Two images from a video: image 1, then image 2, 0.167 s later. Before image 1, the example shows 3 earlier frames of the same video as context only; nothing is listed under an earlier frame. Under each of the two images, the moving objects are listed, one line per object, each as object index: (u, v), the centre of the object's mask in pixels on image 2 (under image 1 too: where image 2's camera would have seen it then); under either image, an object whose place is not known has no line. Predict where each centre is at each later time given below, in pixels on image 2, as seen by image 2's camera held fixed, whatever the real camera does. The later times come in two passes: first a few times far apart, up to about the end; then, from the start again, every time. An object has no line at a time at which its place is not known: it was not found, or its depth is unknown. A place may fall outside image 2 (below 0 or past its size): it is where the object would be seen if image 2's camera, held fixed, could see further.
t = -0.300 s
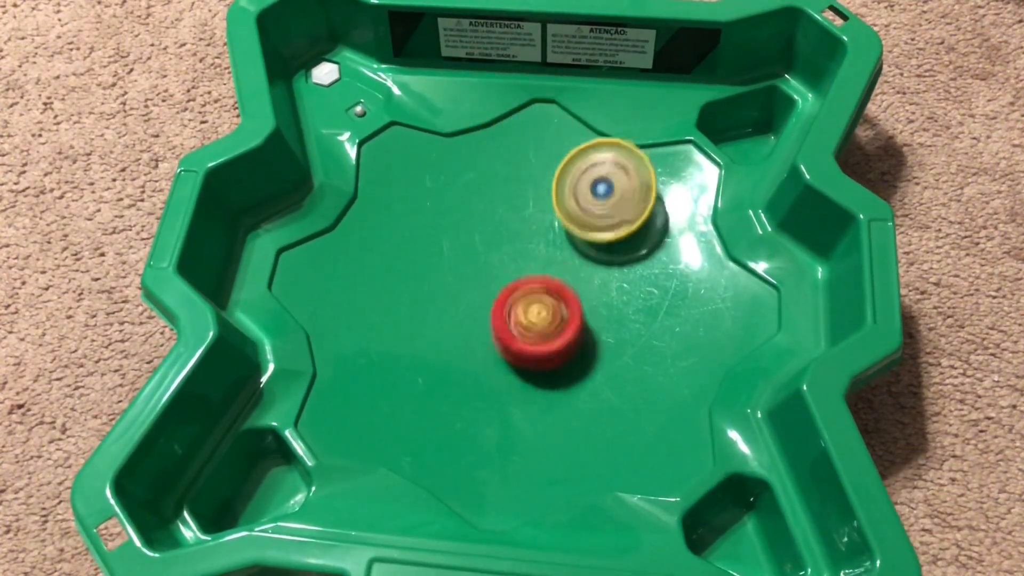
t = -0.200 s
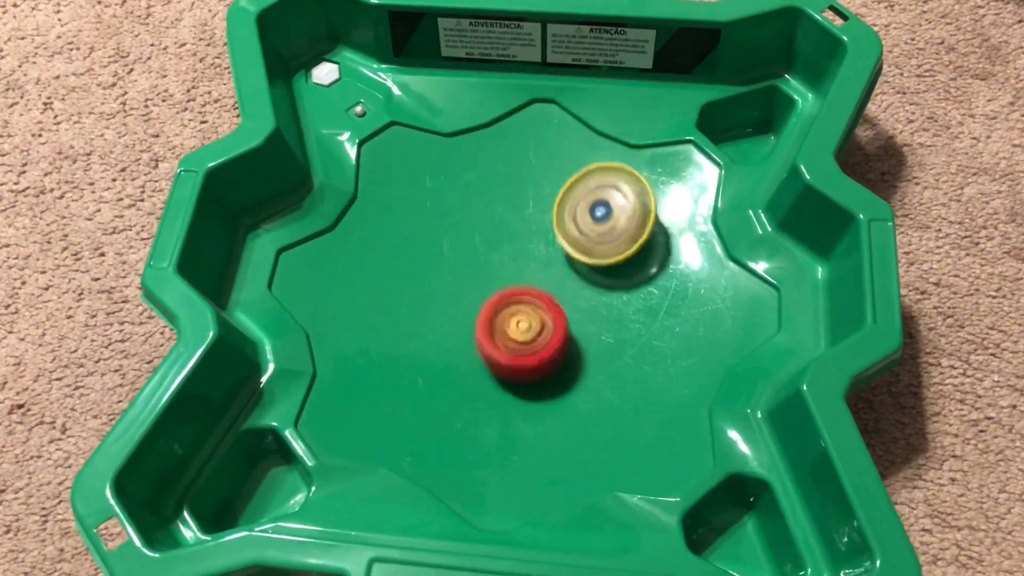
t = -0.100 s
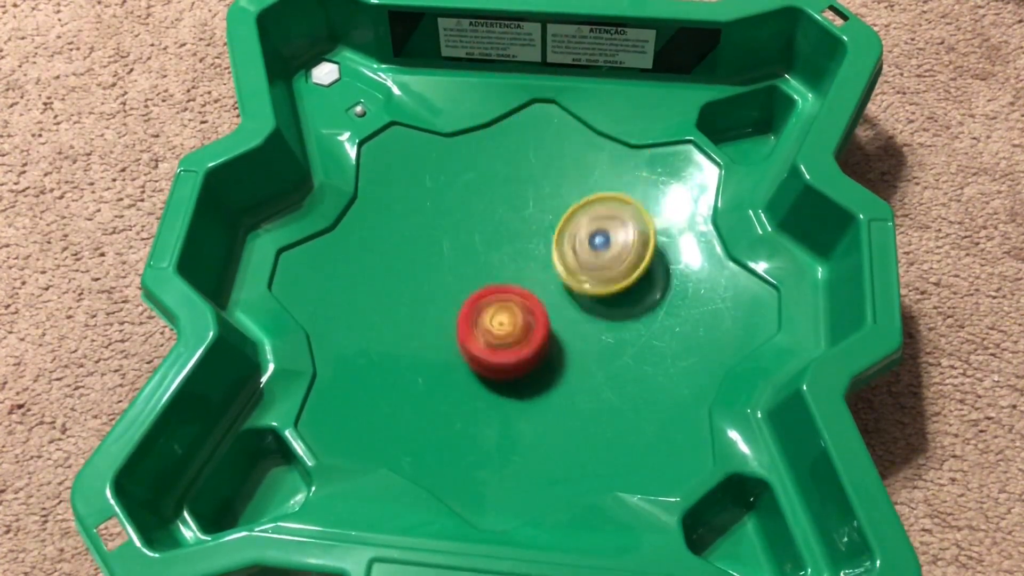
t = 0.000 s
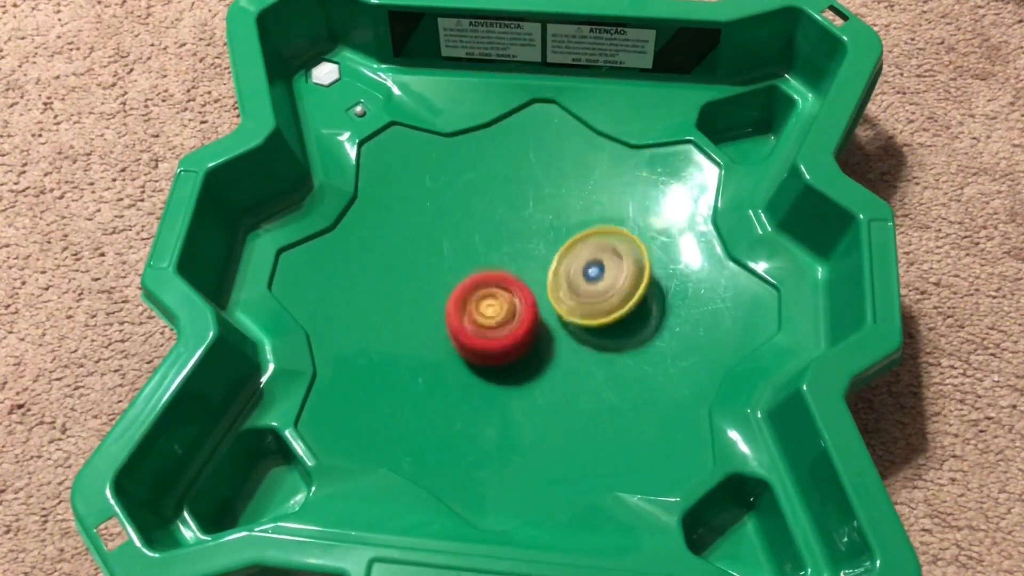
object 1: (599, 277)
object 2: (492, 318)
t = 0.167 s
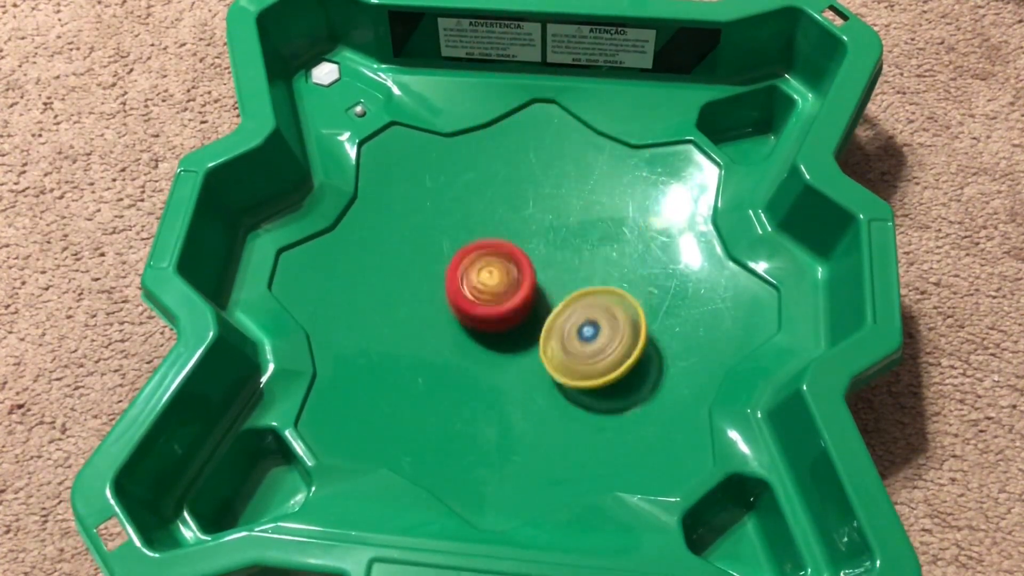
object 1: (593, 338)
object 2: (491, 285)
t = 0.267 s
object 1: (583, 365)
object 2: (506, 271)
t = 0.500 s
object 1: (540, 399)
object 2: (549, 283)
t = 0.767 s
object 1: (452, 453)
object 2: (551, 278)
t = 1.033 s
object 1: (447, 397)
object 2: (565, 254)
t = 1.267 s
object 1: (429, 296)
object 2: (538, 275)
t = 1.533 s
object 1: (421, 199)
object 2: (491, 283)
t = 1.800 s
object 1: (474, 184)
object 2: (484, 280)
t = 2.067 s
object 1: (558, 209)
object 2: (503, 315)
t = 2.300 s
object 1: (622, 266)
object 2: (502, 344)
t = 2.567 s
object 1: (636, 347)
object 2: (511, 329)
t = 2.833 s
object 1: (594, 409)
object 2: (546, 289)
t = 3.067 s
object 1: (533, 412)
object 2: (570, 258)
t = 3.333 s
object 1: (445, 333)
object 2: (552, 279)
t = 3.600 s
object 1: (370, 227)
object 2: (520, 288)
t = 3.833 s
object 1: (390, 201)
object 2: (527, 304)
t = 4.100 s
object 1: (495, 215)
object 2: (516, 316)
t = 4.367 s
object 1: (644, 259)
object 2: (510, 303)
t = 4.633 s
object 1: (680, 311)
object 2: (528, 289)
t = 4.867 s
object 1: (617, 355)
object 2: (543, 293)
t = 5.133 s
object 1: (522, 407)
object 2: (516, 288)
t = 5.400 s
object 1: (426, 364)
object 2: (500, 292)
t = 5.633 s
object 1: (388, 287)
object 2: (508, 298)
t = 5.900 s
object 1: (436, 219)
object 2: (521, 311)
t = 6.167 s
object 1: (545, 205)
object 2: (525, 316)
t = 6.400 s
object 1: (625, 246)
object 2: (526, 307)
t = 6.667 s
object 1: (634, 331)
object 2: (526, 289)
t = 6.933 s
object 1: (550, 391)
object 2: (532, 282)
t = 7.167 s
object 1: (453, 375)
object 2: (528, 294)
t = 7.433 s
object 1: (356, 309)
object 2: (547, 291)
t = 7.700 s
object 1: (403, 271)
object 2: (582, 299)
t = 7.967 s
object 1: (504, 220)
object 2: (569, 333)
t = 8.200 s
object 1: (548, 236)
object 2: (521, 341)
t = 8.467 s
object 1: (595, 256)
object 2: (491, 295)
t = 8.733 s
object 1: (597, 285)
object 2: (499, 279)
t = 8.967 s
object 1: (587, 315)
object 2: (497, 278)
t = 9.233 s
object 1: (573, 328)
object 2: (478, 276)
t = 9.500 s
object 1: (570, 315)
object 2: (473, 281)
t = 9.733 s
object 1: (609, 311)
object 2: (455, 285)
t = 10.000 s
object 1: (609, 310)
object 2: (459, 296)
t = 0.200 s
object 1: (591, 348)
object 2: (495, 280)
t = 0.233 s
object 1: (587, 357)
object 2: (500, 275)
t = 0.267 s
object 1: (583, 365)
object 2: (506, 271)
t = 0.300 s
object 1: (579, 373)
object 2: (513, 269)
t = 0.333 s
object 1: (573, 380)
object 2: (521, 268)
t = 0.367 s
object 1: (567, 386)
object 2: (527, 268)
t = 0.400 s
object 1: (560, 390)
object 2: (533, 270)
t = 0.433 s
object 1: (554, 394)
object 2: (540, 274)
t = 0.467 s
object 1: (547, 397)
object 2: (544, 278)
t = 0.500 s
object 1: (540, 399)
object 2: (549, 283)
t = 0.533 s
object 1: (533, 400)
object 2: (552, 289)
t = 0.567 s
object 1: (526, 402)
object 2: (554, 296)
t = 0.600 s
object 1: (518, 402)
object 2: (554, 302)
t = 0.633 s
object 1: (510, 401)
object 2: (553, 309)
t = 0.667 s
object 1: (502, 399)
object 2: (549, 315)
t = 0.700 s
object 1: (488, 412)
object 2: (549, 307)
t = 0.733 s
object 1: (469, 437)
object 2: (550, 290)
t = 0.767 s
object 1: (452, 453)
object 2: (551, 278)
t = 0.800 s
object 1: (442, 461)
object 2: (553, 271)
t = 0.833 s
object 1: (437, 461)
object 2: (555, 264)
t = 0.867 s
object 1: (440, 453)
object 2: (558, 260)
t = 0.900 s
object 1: (442, 443)
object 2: (560, 257)
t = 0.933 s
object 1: (445, 433)
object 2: (562, 255)
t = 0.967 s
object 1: (446, 421)
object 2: (564, 254)
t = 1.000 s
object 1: (447, 410)
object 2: (565, 253)
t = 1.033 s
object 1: (447, 397)
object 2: (565, 254)
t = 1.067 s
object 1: (447, 384)
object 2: (565, 255)
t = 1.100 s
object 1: (445, 371)
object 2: (564, 257)
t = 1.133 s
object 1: (443, 358)
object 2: (561, 260)
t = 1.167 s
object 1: (439, 344)
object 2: (557, 264)
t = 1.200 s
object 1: (436, 328)
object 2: (552, 268)
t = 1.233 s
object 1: (432, 313)
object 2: (545, 272)
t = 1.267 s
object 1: (429, 296)
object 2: (538, 275)
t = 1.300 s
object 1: (427, 280)
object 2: (529, 278)
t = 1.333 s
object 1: (421, 264)
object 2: (523, 280)
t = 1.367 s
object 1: (416, 249)
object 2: (518, 282)
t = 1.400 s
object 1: (414, 236)
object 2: (512, 282)
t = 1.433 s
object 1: (414, 224)
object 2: (506, 283)
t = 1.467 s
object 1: (415, 214)
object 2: (501, 283)
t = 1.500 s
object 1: (418, 206)
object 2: (495, 283)
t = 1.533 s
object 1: (421, 199)
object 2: (491, 283)
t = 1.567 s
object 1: (425, 194)
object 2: (487, 282)
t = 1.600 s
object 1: (430, 190)
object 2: (485, 281)
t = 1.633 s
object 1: (436, 187)
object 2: (482, 280)
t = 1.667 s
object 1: (442, 185)
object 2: (481, 280)
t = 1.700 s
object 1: (449, 184)
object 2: (480, 280)
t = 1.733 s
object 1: (457, 183)
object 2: (481, 279)
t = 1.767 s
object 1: (465, 183)
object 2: (482, 279)
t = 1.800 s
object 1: (474, 184)
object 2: (484, 280)
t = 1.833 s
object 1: (483, 186)
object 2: (486, 281)
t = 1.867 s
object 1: (492, 189)
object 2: (489, 283)
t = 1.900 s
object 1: (502, 192)
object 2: (492, 285)
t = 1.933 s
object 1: (512, 196)
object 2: (495, 289)
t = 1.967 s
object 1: (524, 196)
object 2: (498, 296)
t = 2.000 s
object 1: (536, 199)
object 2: (501, 302)
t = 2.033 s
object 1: (547, 203)
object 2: (502, 308)
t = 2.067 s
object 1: (558, 209)
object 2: (503, 315)
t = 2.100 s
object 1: (568, 215)
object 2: (504, 321)
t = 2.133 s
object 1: (579, 222)
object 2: (505, 326)
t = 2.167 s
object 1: (589, 230)
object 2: (504, 332)
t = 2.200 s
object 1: (599, 238)
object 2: (504, 336)
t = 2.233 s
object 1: (608, 247)
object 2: (504, 340)
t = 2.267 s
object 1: (616, 257)
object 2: (503, 342)
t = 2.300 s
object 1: (622, 266)
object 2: (502, 344)
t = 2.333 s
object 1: (628, 276)
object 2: (502, 345)
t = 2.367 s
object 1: (632, 287)
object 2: (501, 345)
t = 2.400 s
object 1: (636, 297)
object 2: (501, 344)
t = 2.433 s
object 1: (638, 308)
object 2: (501, 342)
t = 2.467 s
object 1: (639, 318)
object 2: (503, 339)
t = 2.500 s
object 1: (640, 328)
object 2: (504, 336)
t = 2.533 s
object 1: (639, 338)
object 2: (507, 333)
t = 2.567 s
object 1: (636, 347)
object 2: (511, 329)
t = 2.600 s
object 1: (632, 355)
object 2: (515, 325)
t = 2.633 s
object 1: (628, 362)
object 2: (520, 321)
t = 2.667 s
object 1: (622, 369)
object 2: (525, 317)
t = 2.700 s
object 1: (616, 375)
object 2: (532, 313)
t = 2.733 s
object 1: (609, 380)
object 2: (538, 310)
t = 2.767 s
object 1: (601, 384)
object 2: (544, 308)
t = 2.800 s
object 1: (596, 394)
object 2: (546, 300)
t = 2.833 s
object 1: (594, 409)
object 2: (546, 289)
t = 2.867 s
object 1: (588, 418)
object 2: (548, 282)
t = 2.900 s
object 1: (580, 422)
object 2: (551, 275)
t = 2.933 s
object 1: (571, 423)
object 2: (556, 268)
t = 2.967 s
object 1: (562, 422)
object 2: (560, 264)
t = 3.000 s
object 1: (553, 420)
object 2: (565, 261)
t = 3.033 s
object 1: (543, 417)
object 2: (568, 259)
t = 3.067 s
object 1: (533, 412)
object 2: (570, 258)
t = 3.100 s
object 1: (523, 407)
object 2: (571, 258)
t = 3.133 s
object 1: (512, 400)
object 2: (572, 259)
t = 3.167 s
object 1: (501, 391)
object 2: (572, 261)
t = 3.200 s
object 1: (490, 382)
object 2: (571, 264)
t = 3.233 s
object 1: (478, 371)
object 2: (569, 267)
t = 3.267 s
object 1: (466, 359)
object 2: (565, 272)
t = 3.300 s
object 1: (455, 346)
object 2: (559, 275)
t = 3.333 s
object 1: (445, 333)
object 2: (552, 279)
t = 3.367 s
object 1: (435, 319)
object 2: (544, 282)
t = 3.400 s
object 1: (426, 305)
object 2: (536, 285)
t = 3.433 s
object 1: (419, 291)
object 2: (526, 287)
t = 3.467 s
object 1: (414, 277)
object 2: (516, 286)
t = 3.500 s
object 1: (407, 263)
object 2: (509, 286)
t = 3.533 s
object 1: (387, 249)
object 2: (516, 286)
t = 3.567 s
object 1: (375, 237)
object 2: (519, 287)
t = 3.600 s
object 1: (370, 227)
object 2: (520, 288)
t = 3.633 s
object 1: (369, 219)
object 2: (522, 290)
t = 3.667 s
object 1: (369, 212)
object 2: (524, 291)
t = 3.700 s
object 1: (370, 208)
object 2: (525, 294)
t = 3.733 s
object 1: (373, 204)
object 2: (526, 296)
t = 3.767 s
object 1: (377, 202)
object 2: (526, 298)
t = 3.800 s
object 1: (383, 201)
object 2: (527, 301)
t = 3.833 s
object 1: (390, 201)
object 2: (527, 304)
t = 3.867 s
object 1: (399, 202)
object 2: (526, 307)
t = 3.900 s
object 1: (408, 202)
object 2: (525, 309)
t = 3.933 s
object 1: (419, 203)
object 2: (524, 311)
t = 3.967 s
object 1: (430, 203)
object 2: (523, 313)
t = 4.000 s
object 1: (443, 204)
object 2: (521, 315)
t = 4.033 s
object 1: (459, 207)
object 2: (519, 315)
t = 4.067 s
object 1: (476, 211)
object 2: (518, 316)
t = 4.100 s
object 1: (495, 215)
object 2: (516, 316)
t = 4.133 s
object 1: (515, 219)
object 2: (514, 316)
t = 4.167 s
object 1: (536, 223)
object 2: (513, 315)
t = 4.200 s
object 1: (555, 227)
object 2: (511, 314)
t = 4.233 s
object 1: (575, 233)
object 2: (510, 312)
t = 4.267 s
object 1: (594, 240)
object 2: (509, 310)
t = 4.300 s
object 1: (611, 246)
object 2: (509, 308)
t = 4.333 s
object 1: (628, 253)
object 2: (510, 305)
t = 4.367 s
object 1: (644, 259)
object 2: (510, 303)
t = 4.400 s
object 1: (656, 265)
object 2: (510, 300)
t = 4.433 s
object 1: (666, 272)
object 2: (513, 297)
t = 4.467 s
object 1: (673, 279)
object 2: (515, 295)
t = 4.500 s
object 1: (678, 286)
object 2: (517, 293)
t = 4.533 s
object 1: (681, 293)
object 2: (519, 291)
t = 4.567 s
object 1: (683, 299)
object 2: (523, 290)
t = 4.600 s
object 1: (682, 305)
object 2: (526, 288)
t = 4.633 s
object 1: (680, 311)
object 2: (528, 289)
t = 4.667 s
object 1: (675, 318)
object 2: (531, 287)
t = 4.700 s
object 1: (670, 324)
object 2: (534, 288)
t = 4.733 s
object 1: (663, 330)
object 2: (536, 288)
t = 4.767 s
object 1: (655, 336)
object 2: (538, 289)
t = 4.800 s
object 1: (645, 342)
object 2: (540, 290)
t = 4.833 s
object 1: (632, 348)
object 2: (542, 291)
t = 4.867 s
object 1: (617, 355)
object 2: (543, 293)
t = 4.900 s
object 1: (605, 365)
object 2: (540, 291)
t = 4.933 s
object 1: (599, 380)
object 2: (533, 287)
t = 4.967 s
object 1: (589, 389)
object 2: (528, 287)
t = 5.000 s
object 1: (576, 396)
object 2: (525, 286)
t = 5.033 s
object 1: (563, 401)
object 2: (523, 287)
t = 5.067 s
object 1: (549, 405)
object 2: (521, 287)
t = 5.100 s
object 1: (536, 407)
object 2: (517, 288)
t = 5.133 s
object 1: (522, 407)
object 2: (516, 288)
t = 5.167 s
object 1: (508, 406)
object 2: (513, 289)
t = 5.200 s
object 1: (494, 404)
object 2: (510, 289)
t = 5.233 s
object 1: (481, 401)
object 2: (508, 289)
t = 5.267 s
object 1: (469, 395)
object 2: (507, 290)
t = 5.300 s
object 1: (456, 389)
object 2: (504, 290)
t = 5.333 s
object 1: (444, 382)
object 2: (503, 291)
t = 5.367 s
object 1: (434, 373)
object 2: (502, 291)
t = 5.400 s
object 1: (426, 364)
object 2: (500, 292)
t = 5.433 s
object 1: (419, 353)
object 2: (501, 293)
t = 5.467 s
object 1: (413, 341)
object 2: (501, 294)
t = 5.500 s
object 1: (406, 330)
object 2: (501, 294)
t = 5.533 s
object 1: (397, 320)
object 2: (503, 295)
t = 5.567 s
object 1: (392, 308)
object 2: (505, 296)
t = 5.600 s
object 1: (389, 297)
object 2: (506, 296)
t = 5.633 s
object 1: (388, 287)
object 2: (508, 298)
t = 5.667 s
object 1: (390, 276)
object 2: (510, 299)
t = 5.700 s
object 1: (393, 266)
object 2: (511, 300)
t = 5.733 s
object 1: (396, 256)
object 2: (513, 302)
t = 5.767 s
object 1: (401, 247)
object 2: (515, 305)
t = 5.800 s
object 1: (409, 239)
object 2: (517, 306)
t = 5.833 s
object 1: (417, 232)
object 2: (518, 307)
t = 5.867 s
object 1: (426, 224)
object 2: (519, 310)
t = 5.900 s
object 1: (436, 219)
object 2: (521, 311)
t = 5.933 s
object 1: (448, 214)
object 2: (521, 313)
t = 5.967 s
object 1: (461, 210)
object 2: (522, 315)
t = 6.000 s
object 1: (473, 206)
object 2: (523, 315)
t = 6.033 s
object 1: (487, 204)
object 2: (524, 315)
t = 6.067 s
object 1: (501, 203)
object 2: (524, 316)
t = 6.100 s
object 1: (516, 203)
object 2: (525, 316)
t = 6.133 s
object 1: (530, 203)
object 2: (526, 316)
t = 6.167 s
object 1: (545, 205)
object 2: (525, 316)
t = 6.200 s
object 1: (560, 208)
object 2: (525, 316)
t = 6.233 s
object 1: (573, 211)
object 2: (525, 315)
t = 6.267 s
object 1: (585, 216)
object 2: (525, 314)
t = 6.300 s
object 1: (597, 223)
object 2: (525, 312)
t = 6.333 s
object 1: (608, 229)
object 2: (525, 312)
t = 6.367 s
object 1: (617, 237)
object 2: (526, 309)
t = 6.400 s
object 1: (625, 246)
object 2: (526, 307)
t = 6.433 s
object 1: (631, 256)
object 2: (524, 306)
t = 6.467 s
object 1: (636, 265)
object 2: (525, 304)
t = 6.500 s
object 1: (639, 276)
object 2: (526, 302)
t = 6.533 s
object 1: (642, 287)
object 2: (525, 299)
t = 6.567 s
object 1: (642, 297)
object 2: (525, 297)
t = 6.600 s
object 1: (640, 308)
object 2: (525, 295)
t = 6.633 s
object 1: (638, 321)
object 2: (525, 292)
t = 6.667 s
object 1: (634, 331)
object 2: (526, 289)
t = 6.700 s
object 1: (628, 341)
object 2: (526, 288)
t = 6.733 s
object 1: (620, 352)
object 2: (527, 286)
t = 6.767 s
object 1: (612, 361)
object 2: (528, 284)
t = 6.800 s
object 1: (601, 368)
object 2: (529, 282)
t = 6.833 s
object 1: (589, 377)
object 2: (530, 281)
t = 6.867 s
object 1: (578, 383)
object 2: (531, 282)
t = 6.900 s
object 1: (565, 387)
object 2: (532, 281)
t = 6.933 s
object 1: (550, 391)
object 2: (532, 282)
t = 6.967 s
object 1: (536, 394)
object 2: (532, 282)
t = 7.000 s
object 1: (522, 393)
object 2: (533, 283)
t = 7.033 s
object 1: (506, 392)
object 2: (533, 286)
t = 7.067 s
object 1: (491, 391)
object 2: (532, 287)
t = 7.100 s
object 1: (479, 387)
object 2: (531, 289)
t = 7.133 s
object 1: (465, 381)
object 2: (529, 291)
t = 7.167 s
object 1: (453, 375)
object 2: (528, 294)
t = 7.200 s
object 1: (444, 367)
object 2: (526, 296)
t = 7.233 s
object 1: (434, 358)
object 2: (523, 298)
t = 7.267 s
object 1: (426, 349)
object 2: (520, 300)
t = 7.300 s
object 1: (421, 339)
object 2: (516, 303)
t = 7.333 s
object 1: (416, 328)
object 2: (513, 304)
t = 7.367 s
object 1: (394, 322)
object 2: (526, 299)
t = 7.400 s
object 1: (371, 317)
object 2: (539, 294)
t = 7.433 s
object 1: (356, 309)
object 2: (547, 291)
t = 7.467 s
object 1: (351, 303)
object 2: (555, 289)
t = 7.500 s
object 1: (352, 298)
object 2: (562, 289)
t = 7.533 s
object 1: (356, 295)
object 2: (568, 290)
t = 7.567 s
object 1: (361, 290)
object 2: (574, 291)
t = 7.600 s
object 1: (368, 287)
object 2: (577, 293)
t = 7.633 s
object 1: (378, 282)
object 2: (580, 294)
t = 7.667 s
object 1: (389, 277)
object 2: (581, 297)
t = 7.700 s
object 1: (403, 271)
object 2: (582, 299)
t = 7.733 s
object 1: (419, 266)
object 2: (581, 302)
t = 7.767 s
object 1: (434, 261)
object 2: (579, 305)
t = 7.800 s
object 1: (451, 258)
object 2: (575, 308)
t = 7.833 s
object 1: (469, 255)
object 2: (571, 309)
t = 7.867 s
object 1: (485, 252)
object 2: (565, 312)
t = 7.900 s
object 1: (497, 245)
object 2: (563, 316)
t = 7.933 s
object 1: (499, 230)
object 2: (567, 326)
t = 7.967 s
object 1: (504, 220)
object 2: (569, 333)
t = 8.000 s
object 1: (510, 215)
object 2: (564, 339)
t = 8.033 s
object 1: (517, 215)
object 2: (558, 343)
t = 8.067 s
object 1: (523, 217)
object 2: (550, 347)
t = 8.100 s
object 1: (529, 220)
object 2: (544, 348)
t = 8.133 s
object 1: (536, 224)
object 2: (537, 346)
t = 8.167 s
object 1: (542, 229)
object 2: (528, 345)
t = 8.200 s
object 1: (548, 236)
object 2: (521, 341)
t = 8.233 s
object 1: (554, 244)
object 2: (514, 336)
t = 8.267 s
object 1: (564, 246)
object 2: (505, 330)
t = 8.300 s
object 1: (574, 243)
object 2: (499, 328)
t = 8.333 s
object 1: (580, 246)
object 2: (496, 322)
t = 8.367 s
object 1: (583, 249)
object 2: (493, 314)
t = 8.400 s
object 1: (583, 253)
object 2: (493, 305)
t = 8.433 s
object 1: (585, 256)
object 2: (495, 297)
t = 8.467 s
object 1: (595, 256)
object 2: (491, 295)
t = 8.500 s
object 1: (601, 259)
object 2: (491, 290)
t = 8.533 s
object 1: (600, 263)
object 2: (491, 288)
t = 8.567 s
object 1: (599, 268)
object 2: (495, 285)
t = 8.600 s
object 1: (597, 271)
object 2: (496, 283)
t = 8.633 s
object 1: (601, 275)
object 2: (495, 281)
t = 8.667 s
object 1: (603, 278)
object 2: (496, 280)
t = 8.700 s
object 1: (600, 283)
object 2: (497, 279)
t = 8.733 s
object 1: (597, 285)
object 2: (499, 279)
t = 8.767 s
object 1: (598, 292)
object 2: (498, 276)
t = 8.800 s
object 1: (604, 299)
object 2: (494, 276)
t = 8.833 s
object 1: (603, 304)
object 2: (495, 276)
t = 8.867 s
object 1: (600, 306)
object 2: (495, 276)
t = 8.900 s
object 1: (596, 309)
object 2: (496, 276)
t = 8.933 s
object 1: (592, 312)
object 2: (498, 277)
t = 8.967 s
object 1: (587, 315)
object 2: (497, 278)
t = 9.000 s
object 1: (591, 321)
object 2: (491, 277)
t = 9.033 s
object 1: (591, 324)
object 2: (490, 276)
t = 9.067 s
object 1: (586, 326)
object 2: (487, 276)
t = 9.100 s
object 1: (583, 325)
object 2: (486, 277)
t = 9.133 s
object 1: (578, 325)
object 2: (487, 276)
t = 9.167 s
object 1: (572, 323)
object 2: (485, 277)
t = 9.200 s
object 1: (573, 326)
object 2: (481, 278)
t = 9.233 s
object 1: (573, 328)
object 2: (478, 276)
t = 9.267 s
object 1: (571, 327)
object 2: (476, 276)
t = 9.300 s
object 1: (570, 325)
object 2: (473, 276)
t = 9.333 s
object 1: (569, 323)
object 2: (475, 276)
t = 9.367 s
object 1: (569, 321)
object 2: (474, 277)
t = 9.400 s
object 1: (567, 319)
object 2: (474, 279)
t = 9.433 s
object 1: (570, 317)
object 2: (475, 280)
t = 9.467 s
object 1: (572, 317)
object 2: (474, 279)
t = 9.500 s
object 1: (570, 315)
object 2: (473, 281)
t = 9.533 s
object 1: (572, 312)
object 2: (475, 283)
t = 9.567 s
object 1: (572, 310)
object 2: (476, 282)
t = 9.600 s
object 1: (574, 309)
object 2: (476, 285)
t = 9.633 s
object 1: (584, 311)
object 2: (471, 285)
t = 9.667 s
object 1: (596, 312)
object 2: (465, 284)
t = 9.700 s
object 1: (601, 312)
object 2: (461, 284)
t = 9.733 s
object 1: (609, 311)
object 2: (455, 285)
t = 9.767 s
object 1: (611, 313)
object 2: (451, 286)
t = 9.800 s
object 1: (613, 312)
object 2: (450, 285)
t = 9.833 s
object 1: (614, 313)
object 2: (448, 287)
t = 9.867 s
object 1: (614, 312)
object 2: (448, 290)
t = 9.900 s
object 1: (614, 313)
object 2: (451, 290)
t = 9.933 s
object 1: (613, 311)
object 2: (451, 291)
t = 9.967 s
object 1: (612, 311)
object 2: (454, 293)
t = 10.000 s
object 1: (609, 310)
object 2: (459, 296)
